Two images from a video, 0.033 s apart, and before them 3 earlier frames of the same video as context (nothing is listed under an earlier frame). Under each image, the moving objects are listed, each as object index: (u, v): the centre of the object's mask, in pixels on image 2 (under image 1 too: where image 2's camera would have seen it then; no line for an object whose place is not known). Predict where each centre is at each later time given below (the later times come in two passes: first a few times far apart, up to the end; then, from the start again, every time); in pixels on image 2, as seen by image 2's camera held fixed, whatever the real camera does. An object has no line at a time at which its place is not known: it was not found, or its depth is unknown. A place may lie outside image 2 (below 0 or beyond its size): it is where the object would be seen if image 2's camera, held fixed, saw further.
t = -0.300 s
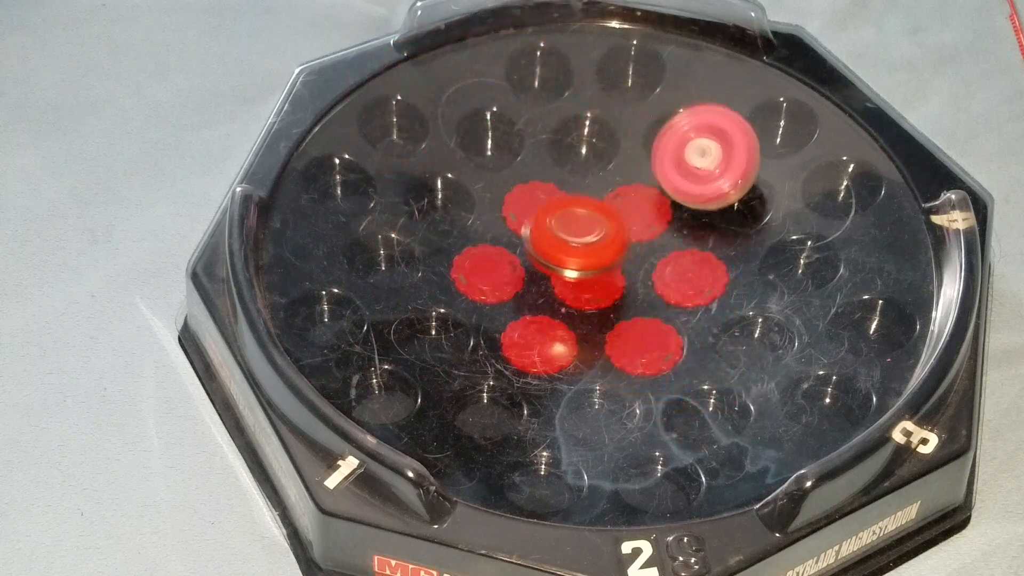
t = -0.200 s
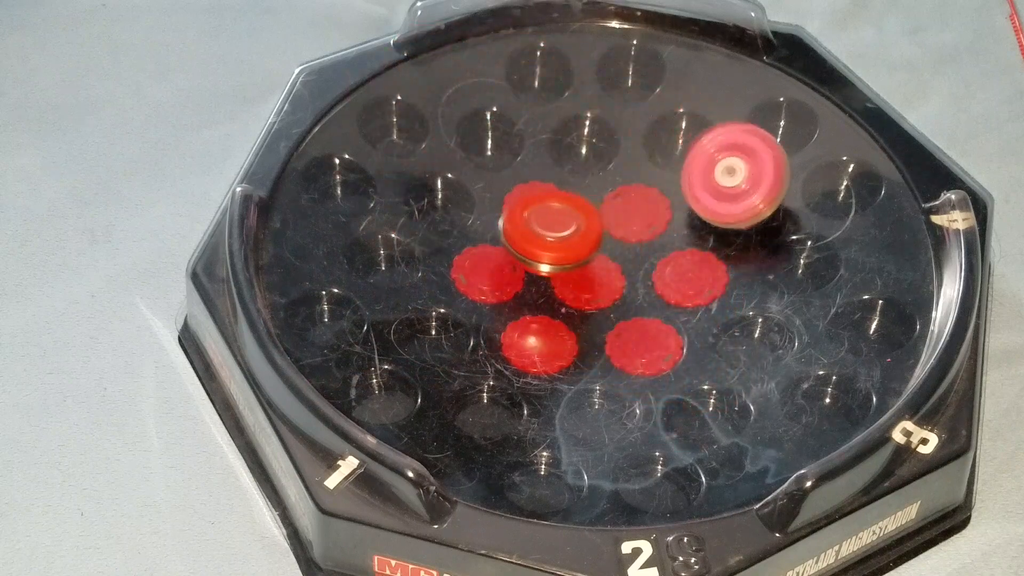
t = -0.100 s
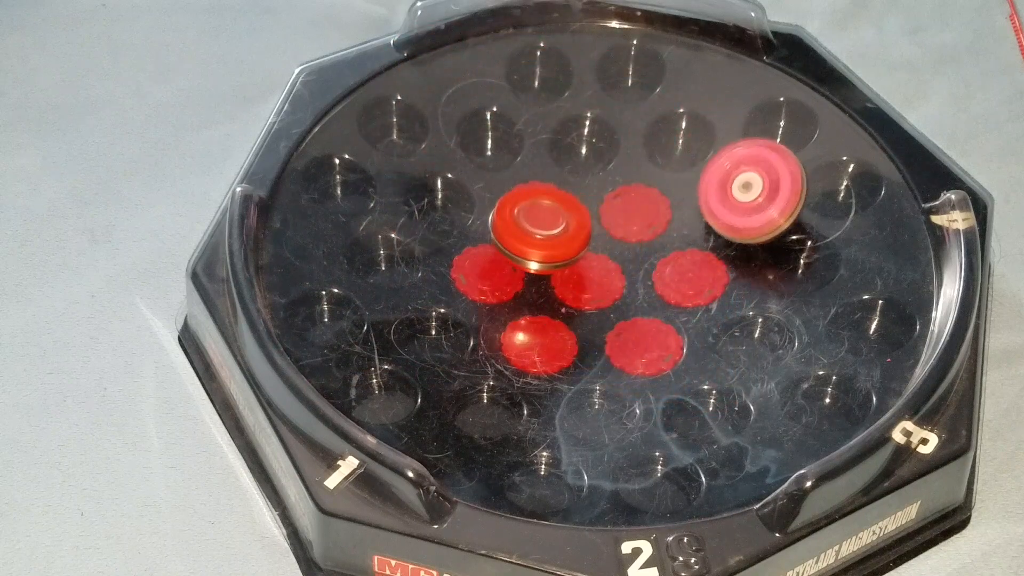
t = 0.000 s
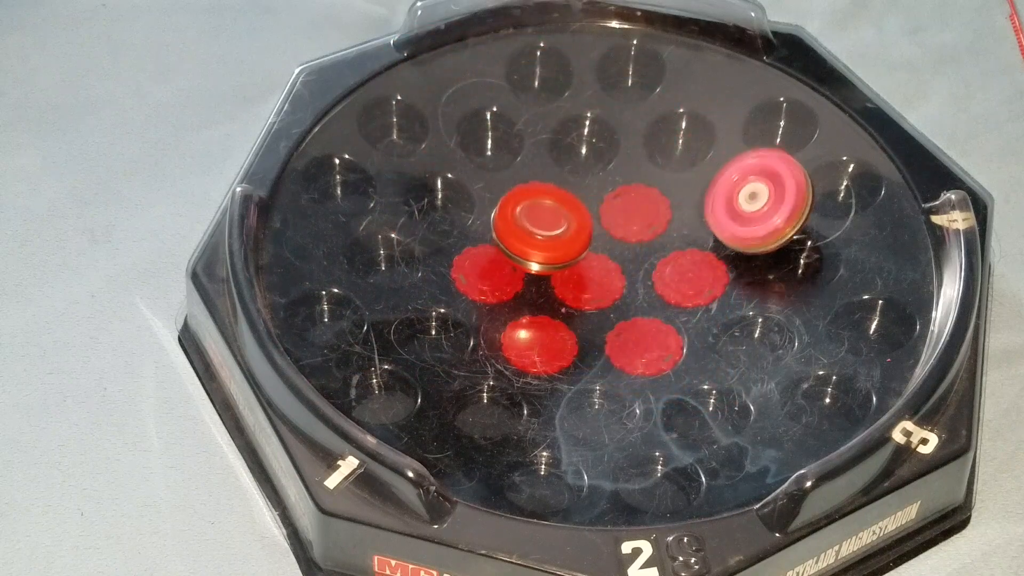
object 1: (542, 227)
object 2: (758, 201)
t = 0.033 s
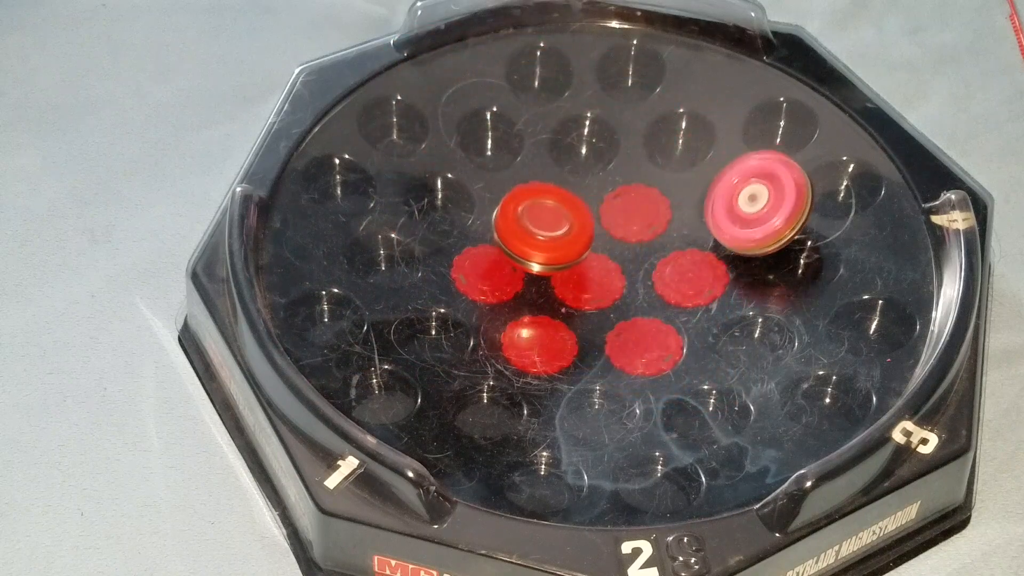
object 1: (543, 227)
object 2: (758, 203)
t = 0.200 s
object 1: (554, 228)
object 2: (751, 209)
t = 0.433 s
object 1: (584, 230)
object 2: (729, 238)
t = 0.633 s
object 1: (628, 214)
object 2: (693, 306)
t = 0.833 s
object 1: (648, 193)
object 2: (654, 344)
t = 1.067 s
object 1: (645, 192)
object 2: (676, 318)
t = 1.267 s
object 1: (641, 207)
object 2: (640, 298)
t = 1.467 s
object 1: (772, 173)
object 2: (282, 284)
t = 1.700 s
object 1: (767, 174)
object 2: (399, 249)
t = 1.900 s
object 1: (727, 193)
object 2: (621, 223)
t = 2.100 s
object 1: (695, 221)
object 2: (596, 203)
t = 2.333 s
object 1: (660, 291)
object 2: (581, 138)
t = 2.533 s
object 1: (622, 313)
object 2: (591, 152)
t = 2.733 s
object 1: (606, 302)
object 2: (602, 205)
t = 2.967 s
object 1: (566, 264)
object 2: (655, 250)
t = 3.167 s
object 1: (538, 217)
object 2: (724, 299)
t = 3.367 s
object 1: (563, 181)
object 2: (758, 268)
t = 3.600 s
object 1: (615, 171)
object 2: (702, 220)
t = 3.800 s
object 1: (645, 170)
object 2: (743, 260)
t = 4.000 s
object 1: (655, 182)
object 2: (754, 273)
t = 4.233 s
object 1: (636, 186)
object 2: (665, 275)
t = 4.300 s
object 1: (630, 186)
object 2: (652, 268)
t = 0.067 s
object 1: (545, 228)
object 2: (757, 204)
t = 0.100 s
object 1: (547, 228)
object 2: (756, 205)
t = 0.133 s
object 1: (548, 227)
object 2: (754, 206)
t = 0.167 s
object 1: (551, 227)
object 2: (753, 208)
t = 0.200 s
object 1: (554, 228)
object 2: (751, 209)
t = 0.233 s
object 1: (557, 229)
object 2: (749, 210)
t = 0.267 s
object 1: (560, 229)
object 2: (748, 212)
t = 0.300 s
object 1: (564, 229)
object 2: (745, 215)
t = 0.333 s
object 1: (568, 229)
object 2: (742, 219)
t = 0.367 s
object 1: (573, 230)
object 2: (738, 225)
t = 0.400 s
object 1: (578, 230)
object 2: (734, 231)
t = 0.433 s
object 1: (584, 230)
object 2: (729, 238)
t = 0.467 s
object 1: (592, 229)
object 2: (724, 247)
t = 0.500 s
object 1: (602, 229)
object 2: (717, 256)
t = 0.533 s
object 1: (612, 227)
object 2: (708, 266)
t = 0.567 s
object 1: (620, 225)
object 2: (702, 277)
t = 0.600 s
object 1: (625, 218)
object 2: (698, 291)
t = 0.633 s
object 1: (628, 214)
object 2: (693, 306)
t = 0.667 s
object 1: (633, 210)
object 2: (684, 318)
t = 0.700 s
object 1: (638, 207)
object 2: (675, 327)
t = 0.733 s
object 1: (643, 203)
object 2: (666, 335)
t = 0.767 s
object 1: (646, 199)
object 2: (660, 340)
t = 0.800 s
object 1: (647, 195)
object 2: (656, 343)
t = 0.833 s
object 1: (648, 193)
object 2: (654, 344)
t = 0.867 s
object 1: (648, 190)
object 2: (654, 343)
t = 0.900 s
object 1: (648, 189)
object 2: (656, 340)
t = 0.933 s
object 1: (648, 189)
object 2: (659, 338)
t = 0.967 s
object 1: (648, 189)
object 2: (664, 330)
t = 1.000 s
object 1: (647, 190)
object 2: (669, 327)
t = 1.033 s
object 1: (646, 191)
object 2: (674, 322)
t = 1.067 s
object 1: (645, 192)
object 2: (676, 318)
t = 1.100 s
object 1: (643, 193)
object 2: (676, 314)
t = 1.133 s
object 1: (642, 194)
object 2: (675, 311)
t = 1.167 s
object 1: (642, 196)
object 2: (671, 308)
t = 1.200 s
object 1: (641, 199)
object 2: (663, 304)
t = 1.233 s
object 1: (641, 202)
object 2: (653, 301)
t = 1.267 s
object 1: (641, 207)
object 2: (640, 298)
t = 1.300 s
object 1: (642, 213)
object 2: (627, 293)
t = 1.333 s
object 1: (657, 210)
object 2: (585, 298)
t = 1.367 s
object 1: (698, 195)
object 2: (481, 305)
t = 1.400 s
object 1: (731, 184)
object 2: (398, 321)
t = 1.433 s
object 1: (756, 177)
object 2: (321, 306)
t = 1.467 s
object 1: (772, 173)
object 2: (282, 284)
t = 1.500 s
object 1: (780, 170)
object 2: (273, 254)
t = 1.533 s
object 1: (781, 170)
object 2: (270, 240)
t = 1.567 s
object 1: (781, 170)
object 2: (271, 243)
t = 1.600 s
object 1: (779, 170)
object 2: (289, 250)
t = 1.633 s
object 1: (776, 170)
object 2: (313, 250)
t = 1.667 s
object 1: (772, 172)
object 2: (359, 251)
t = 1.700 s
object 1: (767, 174)
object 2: (399, 249)
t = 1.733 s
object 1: (763, 176)
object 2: (442, 245)
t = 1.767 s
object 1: (757, 178)
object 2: (487, 241)
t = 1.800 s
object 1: (750, 181)
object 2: (534, 238)
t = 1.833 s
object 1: (742, 185)
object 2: (574, 235)
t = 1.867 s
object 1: (730, 190)
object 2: (610, 228)
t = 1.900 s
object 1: (727, 193)
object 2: (621, 223)
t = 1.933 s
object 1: (730, 195)
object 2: (613, 219)
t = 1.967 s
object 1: (728, 198)
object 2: (604, 220)
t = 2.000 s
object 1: (722, 201)
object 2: (604, 222)
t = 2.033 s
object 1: (714, 204)
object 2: (603, 224)
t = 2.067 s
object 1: (702, 209)
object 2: (601, 224)
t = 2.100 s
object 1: (695, 221)
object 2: (596, 203)
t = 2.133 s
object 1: (685, 234)
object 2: (589, 193)
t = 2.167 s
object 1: (676, 249)
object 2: (580, 187)
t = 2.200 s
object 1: (674, 260)
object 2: (576, 172)
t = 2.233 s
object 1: (672, 270)
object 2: (577, 164)
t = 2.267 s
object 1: (669, 277)
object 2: (578, 152)
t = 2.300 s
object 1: (665, 285)
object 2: (578, 145)
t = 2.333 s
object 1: (660, 291)
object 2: (581, 138)
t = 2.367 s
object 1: (653, 297)
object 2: (580, 134)
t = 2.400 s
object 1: (645, 302)
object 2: (584, 133)
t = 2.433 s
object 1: (639, 307)
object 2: (584, 134)
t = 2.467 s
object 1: (633, 310)
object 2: (588, 140)
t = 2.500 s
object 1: (627, 311)
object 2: (588, 146)
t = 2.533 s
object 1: (622, 313)
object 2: (591, 152)
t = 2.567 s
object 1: (620, 313)
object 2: (592, 165)
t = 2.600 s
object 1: (618, 314)
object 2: (592, 174)
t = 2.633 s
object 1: (617, 313)
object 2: (592, 185)
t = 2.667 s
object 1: (615, 310)
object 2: (593, 192)
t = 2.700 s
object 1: (610, 307)
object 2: (596, 199)
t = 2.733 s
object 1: (606, 302)
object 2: (602, 205)
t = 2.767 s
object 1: (599, 297)
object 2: (609, 208)
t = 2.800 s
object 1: (594, 293)
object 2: (618, 211)
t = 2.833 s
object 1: (586, 288)
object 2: (627, 215)
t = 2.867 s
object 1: (580, 282)
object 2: (638, 222)
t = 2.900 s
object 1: (574, 277)
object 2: (646, 229)
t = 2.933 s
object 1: (570, 271)
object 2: (649, 235)
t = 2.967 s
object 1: (566, 264)
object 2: (655, 250)
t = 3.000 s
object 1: (560, 256)
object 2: (664, 267)
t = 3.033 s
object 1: (550, 245)
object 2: (673, 281)
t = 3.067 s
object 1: (545, 236)
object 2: (685, 292)
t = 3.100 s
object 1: (541, 229)
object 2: (699, 298)
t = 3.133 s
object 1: (539, 224)
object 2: (712, 300)
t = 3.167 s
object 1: (538, 217)
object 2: (724, 299)
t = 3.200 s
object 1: (539, 213)
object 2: (734, 296)
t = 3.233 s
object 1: (542, 207)
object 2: (743, 291)
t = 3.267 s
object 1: (546, 200)
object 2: (749, 286)
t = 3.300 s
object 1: (552, 193)
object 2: (754, 281)
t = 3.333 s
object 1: (557, 187)
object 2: (757, 275)
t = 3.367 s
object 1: (563, 181)
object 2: (758, 268)
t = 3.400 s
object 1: (569, 178)
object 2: (756, 261)
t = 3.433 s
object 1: (574, 174)
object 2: (753, 254)
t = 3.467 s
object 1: (581, 170)
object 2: (748, 247)
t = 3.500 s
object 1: (589, 170)
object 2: (741, 239)
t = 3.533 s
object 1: (597, 169)
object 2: (732, 231)
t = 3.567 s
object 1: (605, 169)
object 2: (719, 224)
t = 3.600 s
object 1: (615, 171)
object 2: (702, 220)
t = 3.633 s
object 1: (620, 167)
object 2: (707, 227)
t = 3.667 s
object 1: (623, 164)
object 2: (719, 240)
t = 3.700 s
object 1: (629, 164)
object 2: (730, 252)
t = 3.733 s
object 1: (633, 165)
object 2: (738, 257)
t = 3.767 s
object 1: (639, 167)
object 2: (742, 260)
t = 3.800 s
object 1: (645, 170)
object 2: (743, 260)
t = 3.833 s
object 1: (649, 174)
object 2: (742, 259)
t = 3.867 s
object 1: (654, 179)
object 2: (741, 257)
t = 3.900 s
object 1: (658, 184)
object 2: (740, 254)
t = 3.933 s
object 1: (661, 189)
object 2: (739, 252)
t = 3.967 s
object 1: (662, 186)
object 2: (748, 260)
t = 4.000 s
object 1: (655, 182)
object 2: (754, 273)
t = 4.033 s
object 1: (648, 180)
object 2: (751, 281)
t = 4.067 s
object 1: (645, 180)
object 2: (742, 287)
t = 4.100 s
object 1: (645, 180)
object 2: (729, 290)
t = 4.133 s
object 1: (642, 182)
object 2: (714, 291)
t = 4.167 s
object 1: (640, 182)
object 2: (698, 290)
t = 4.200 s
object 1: (638, 183)
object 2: (680, 284)
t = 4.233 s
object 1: (636, 186)
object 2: (665, 275)
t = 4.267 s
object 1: (632, 186)
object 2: (657, 271)
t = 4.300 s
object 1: (630, 186)
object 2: (652, 268)
